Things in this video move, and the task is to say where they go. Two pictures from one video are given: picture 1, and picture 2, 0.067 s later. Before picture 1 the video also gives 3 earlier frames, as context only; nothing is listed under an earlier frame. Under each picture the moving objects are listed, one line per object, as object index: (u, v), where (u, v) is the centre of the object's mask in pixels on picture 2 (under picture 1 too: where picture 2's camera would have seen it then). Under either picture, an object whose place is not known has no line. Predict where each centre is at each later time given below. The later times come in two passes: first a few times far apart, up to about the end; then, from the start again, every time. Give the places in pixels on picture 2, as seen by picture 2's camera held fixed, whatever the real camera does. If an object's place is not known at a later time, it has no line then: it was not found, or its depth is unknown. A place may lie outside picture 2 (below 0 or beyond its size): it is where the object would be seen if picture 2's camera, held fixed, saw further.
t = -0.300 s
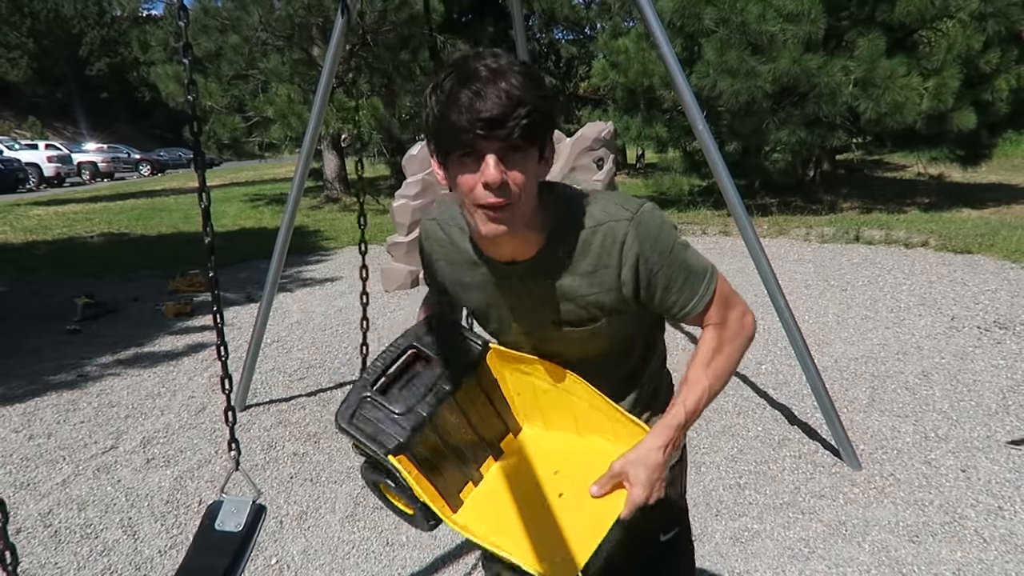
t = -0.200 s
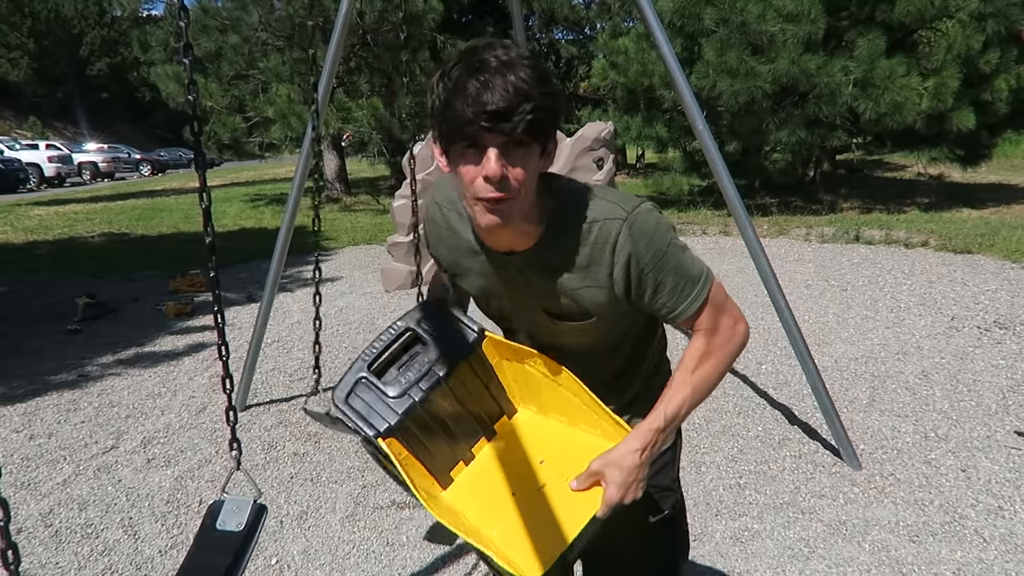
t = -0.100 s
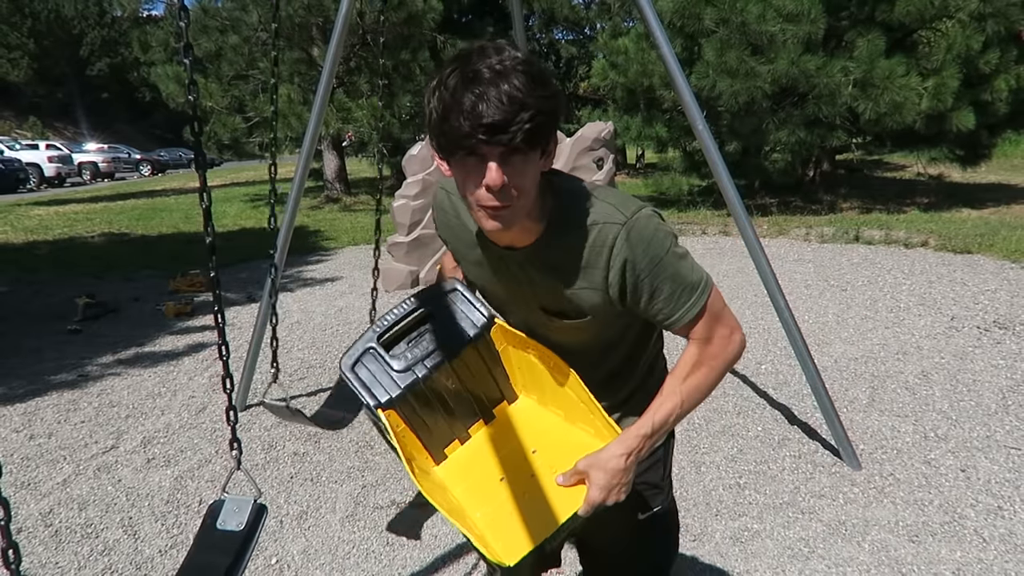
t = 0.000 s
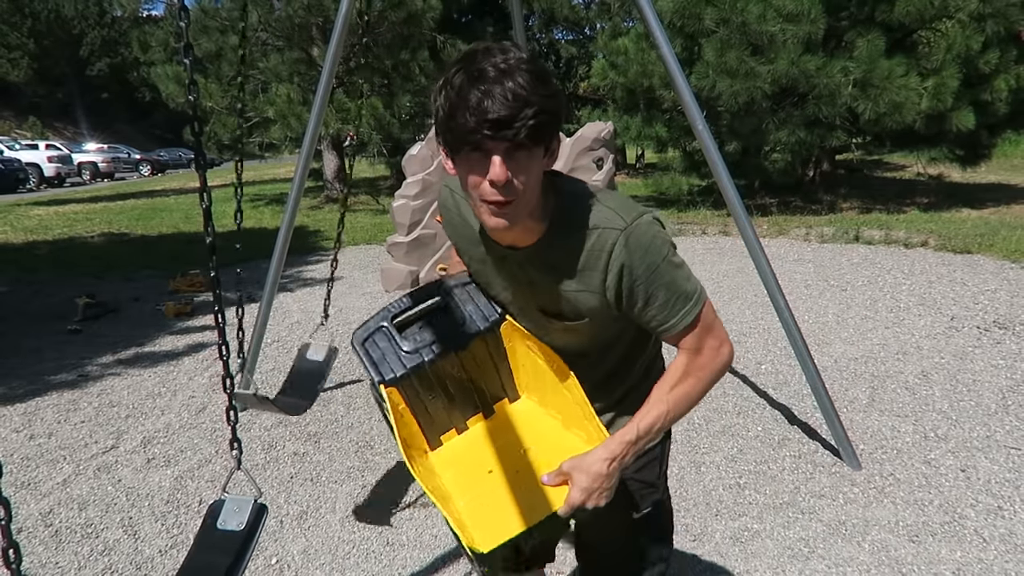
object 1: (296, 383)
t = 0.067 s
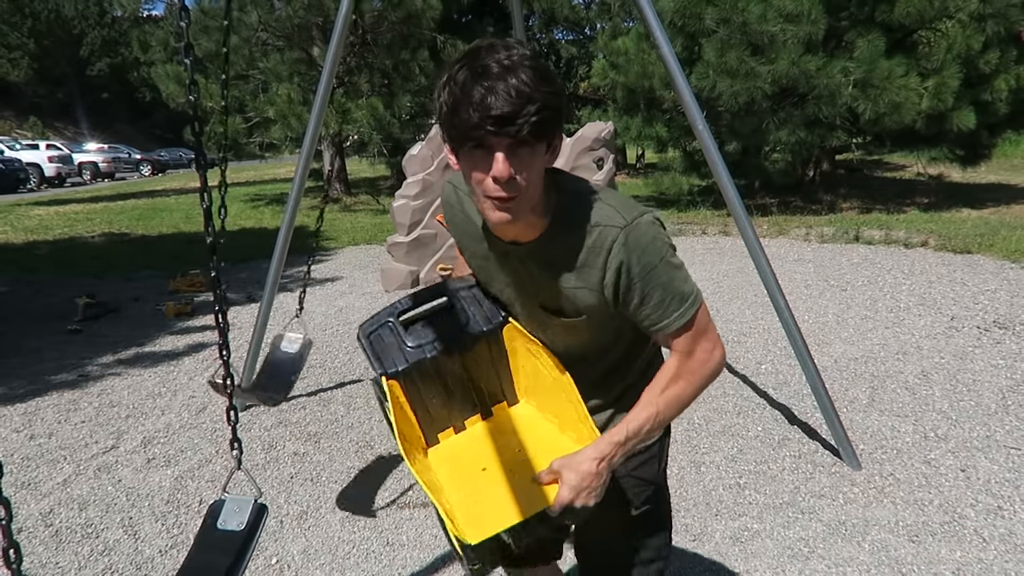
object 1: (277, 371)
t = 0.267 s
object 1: (220, 346)
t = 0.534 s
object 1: (209, 332)
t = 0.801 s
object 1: (261, 349)
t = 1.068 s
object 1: (359, 382)
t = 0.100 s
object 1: (268, 366)
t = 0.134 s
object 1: (259, 361)
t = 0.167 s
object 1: (243, 358)
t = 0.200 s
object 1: (235, 354)
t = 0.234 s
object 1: (229, 349)
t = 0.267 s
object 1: (220, 346)
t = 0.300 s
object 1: (217, 343)
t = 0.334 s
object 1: (213, 340)
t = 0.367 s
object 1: (210, 338)
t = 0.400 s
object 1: (208, 336)
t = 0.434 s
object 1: (207, 333)
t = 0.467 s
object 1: (206, 333)
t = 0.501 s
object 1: (207, 333)
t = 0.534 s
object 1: (209, 332)
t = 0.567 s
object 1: (211, 333)
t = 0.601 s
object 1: (215, 333)
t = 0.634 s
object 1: (218, 336)
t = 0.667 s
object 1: (224, 339)
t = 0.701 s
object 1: (230, 340)
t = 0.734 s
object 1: (238, 343)
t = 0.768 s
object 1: (253, 344)
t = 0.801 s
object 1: (261, 349)
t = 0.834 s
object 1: (269, 354)
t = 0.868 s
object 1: (278, 358)
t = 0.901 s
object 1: (289, 362)
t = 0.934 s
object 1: (302, 366)
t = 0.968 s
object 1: (315, 370)
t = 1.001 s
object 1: (330, 373)
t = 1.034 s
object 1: (344, 378)
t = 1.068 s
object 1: (359, 382)
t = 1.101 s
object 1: (374, 385)
